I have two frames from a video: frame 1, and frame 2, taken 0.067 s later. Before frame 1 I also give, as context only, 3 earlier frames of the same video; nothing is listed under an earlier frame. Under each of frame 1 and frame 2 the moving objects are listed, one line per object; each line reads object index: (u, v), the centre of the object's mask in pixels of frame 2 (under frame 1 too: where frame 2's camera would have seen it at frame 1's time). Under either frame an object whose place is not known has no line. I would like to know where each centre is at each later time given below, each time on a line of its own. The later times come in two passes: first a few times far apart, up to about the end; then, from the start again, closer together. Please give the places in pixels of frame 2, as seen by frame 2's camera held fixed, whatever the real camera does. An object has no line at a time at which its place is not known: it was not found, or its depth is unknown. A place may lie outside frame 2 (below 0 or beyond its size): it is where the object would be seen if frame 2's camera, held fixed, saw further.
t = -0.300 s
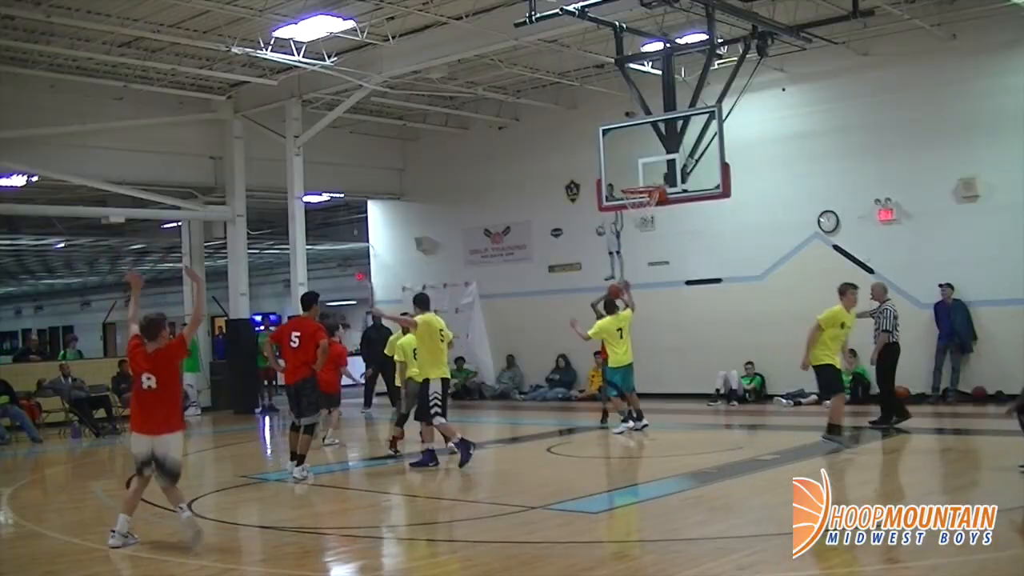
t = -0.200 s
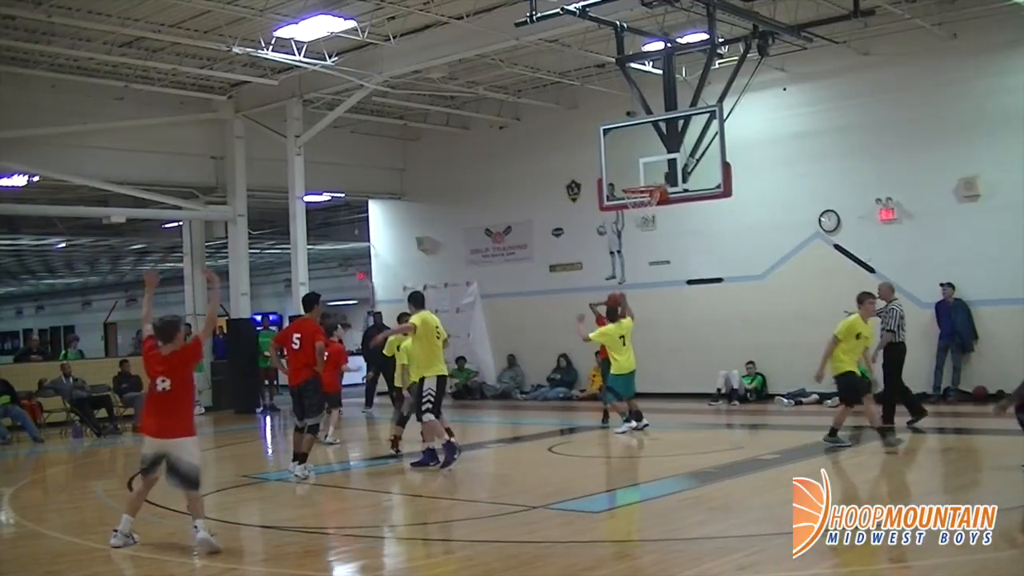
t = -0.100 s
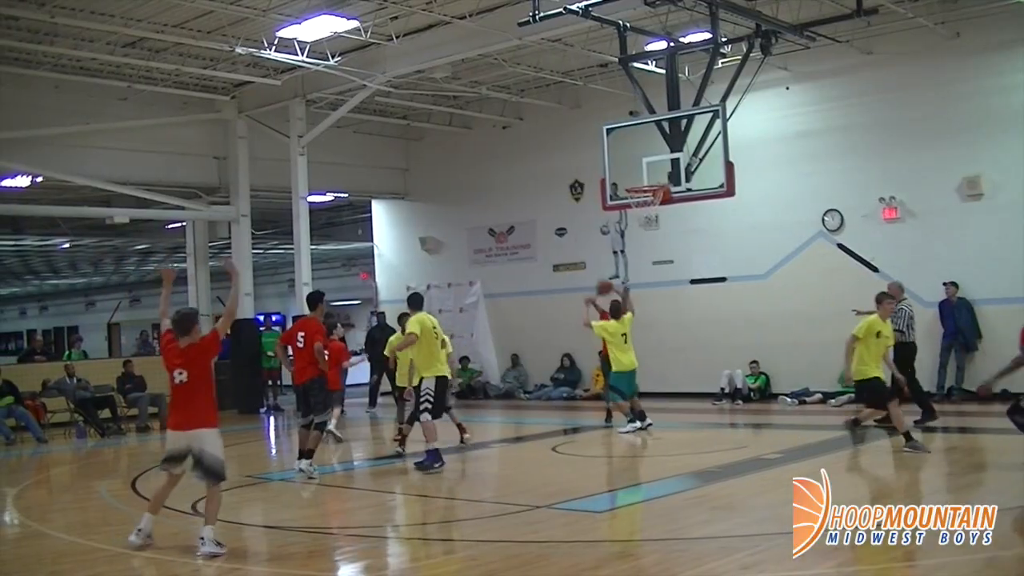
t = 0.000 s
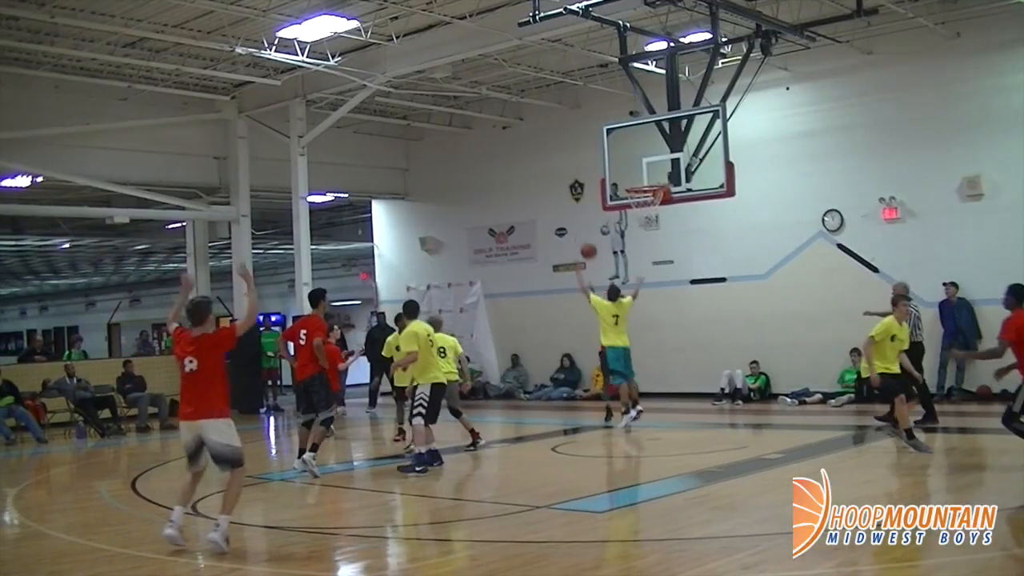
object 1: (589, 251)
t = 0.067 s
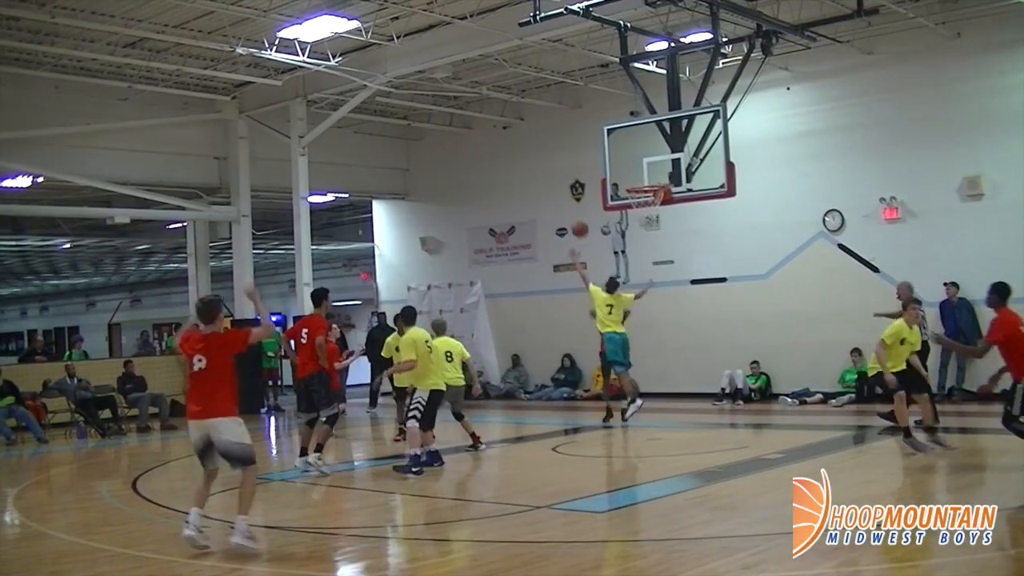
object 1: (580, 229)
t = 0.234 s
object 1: (552, 180)
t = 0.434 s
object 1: (515, 142)
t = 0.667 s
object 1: (458, 137)
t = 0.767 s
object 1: (426, 154)
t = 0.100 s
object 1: (574, 219)
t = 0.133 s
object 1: (569, 208)
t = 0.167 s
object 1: (564, 199)
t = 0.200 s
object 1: (558, 190)
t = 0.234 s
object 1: (552, 180)
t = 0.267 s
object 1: (547, 172)
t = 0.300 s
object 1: (541, 165)
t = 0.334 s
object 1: (535, 158)
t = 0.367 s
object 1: (528, 151)
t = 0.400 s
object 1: (522, 146)
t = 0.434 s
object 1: (515, 142)
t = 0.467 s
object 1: (507, 138)
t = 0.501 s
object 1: (500, 135)
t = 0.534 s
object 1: (492, 133)
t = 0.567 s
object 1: (484, 132)
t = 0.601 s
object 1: (476, 133)
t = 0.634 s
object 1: (467, 133)
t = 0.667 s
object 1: (458, 137)
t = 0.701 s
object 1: (448, 140)
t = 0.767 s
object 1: (426, 154)
